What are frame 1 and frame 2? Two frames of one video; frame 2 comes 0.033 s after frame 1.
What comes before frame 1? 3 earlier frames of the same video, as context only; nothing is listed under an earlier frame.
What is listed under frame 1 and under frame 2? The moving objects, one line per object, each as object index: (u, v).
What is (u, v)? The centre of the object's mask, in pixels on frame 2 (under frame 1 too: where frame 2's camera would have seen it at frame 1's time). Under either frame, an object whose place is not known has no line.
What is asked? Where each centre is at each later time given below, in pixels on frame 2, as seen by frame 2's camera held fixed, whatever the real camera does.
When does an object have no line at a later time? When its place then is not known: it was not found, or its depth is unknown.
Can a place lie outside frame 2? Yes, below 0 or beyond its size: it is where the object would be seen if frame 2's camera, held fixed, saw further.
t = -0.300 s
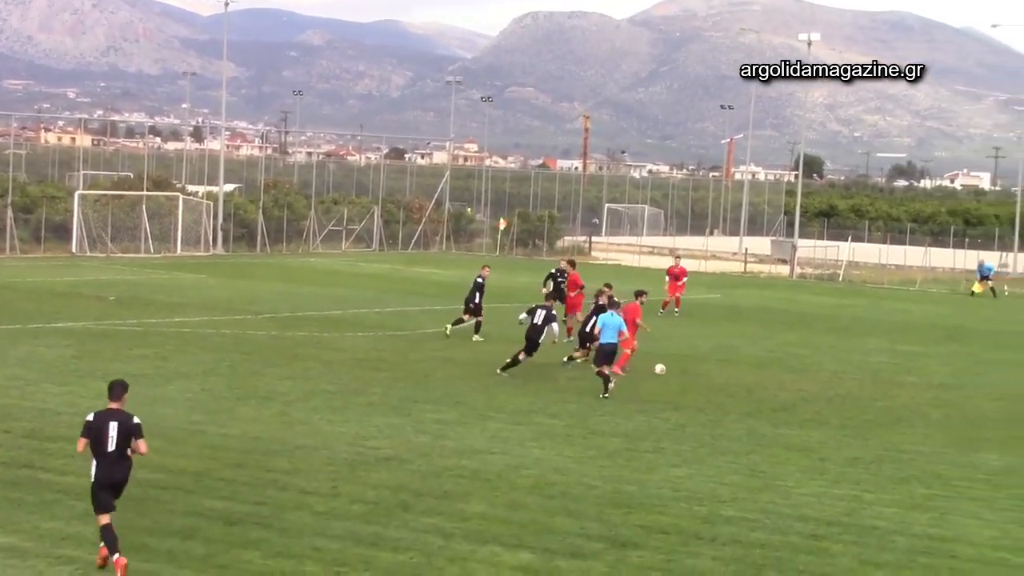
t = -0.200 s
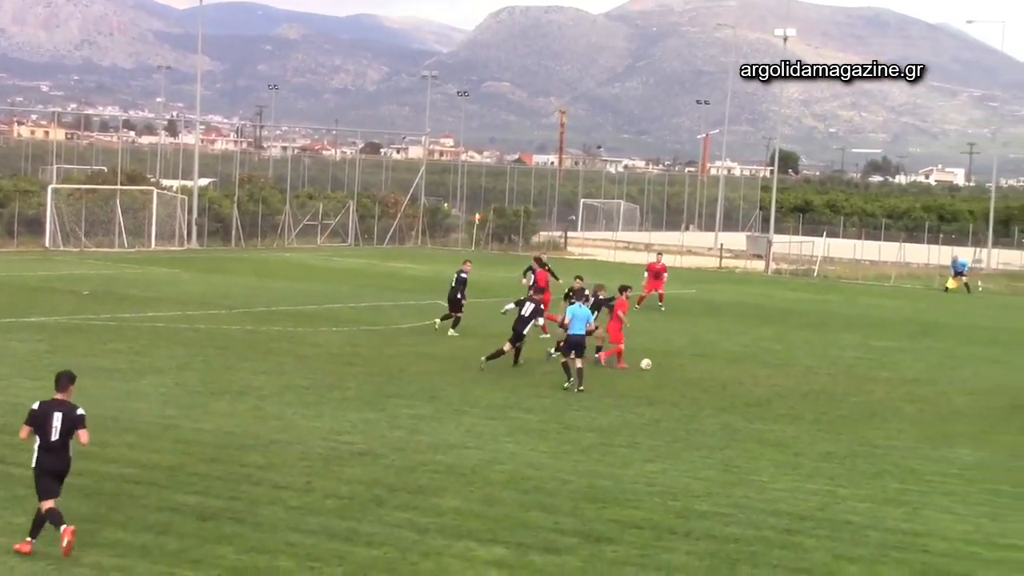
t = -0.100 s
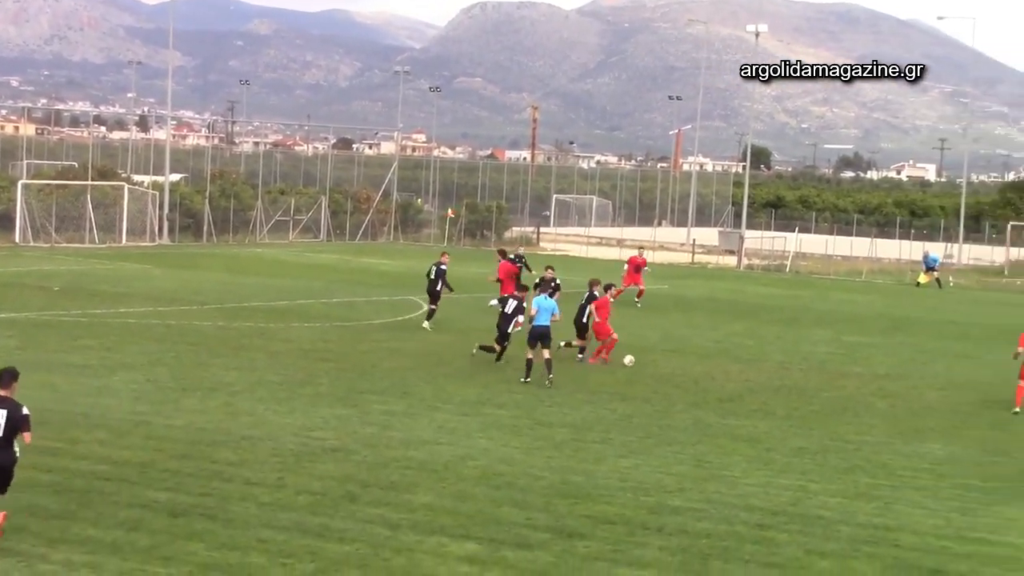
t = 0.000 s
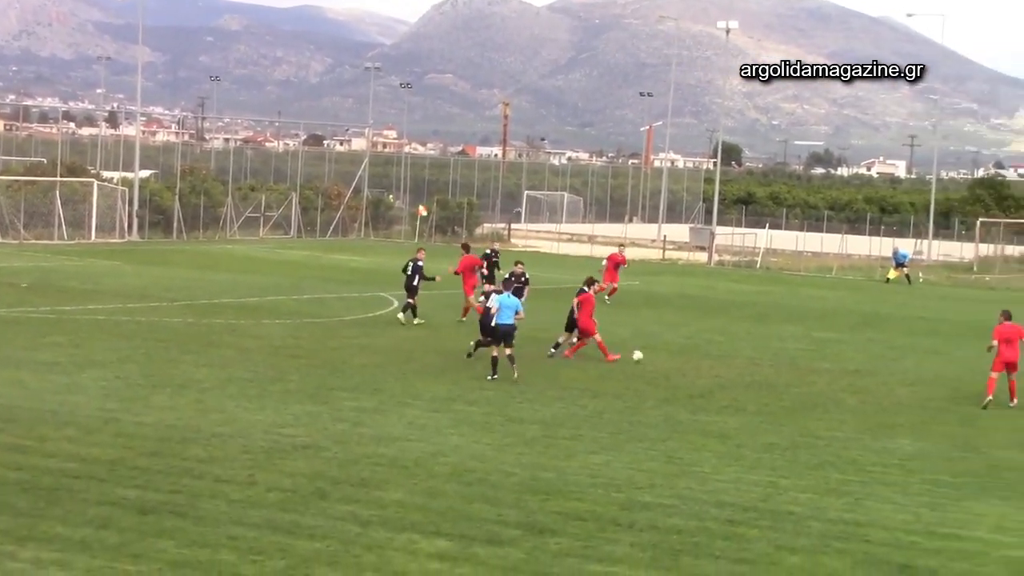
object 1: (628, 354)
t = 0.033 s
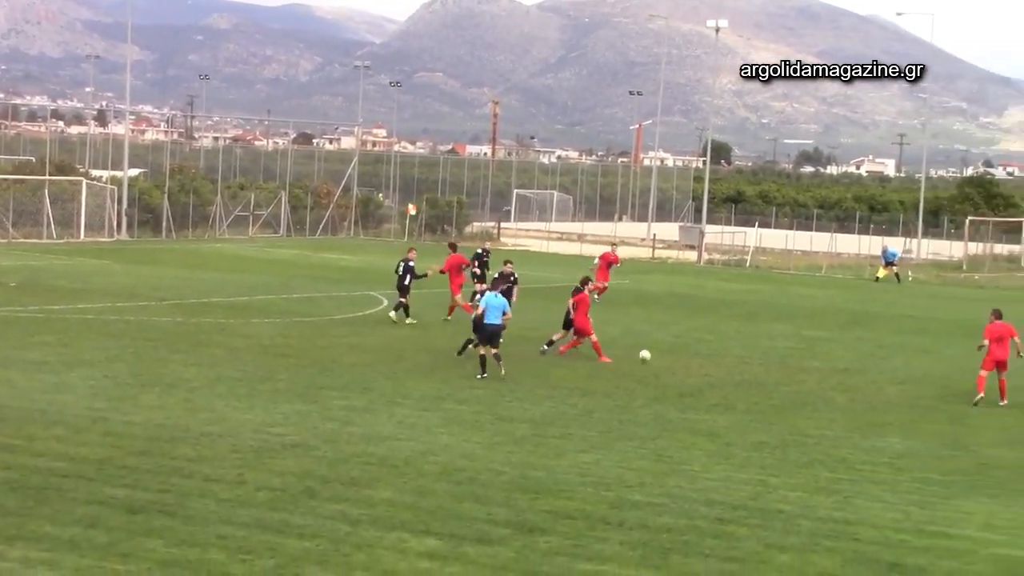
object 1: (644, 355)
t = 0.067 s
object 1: (662, 356)
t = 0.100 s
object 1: (679, 358)
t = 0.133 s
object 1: (697, 361)
